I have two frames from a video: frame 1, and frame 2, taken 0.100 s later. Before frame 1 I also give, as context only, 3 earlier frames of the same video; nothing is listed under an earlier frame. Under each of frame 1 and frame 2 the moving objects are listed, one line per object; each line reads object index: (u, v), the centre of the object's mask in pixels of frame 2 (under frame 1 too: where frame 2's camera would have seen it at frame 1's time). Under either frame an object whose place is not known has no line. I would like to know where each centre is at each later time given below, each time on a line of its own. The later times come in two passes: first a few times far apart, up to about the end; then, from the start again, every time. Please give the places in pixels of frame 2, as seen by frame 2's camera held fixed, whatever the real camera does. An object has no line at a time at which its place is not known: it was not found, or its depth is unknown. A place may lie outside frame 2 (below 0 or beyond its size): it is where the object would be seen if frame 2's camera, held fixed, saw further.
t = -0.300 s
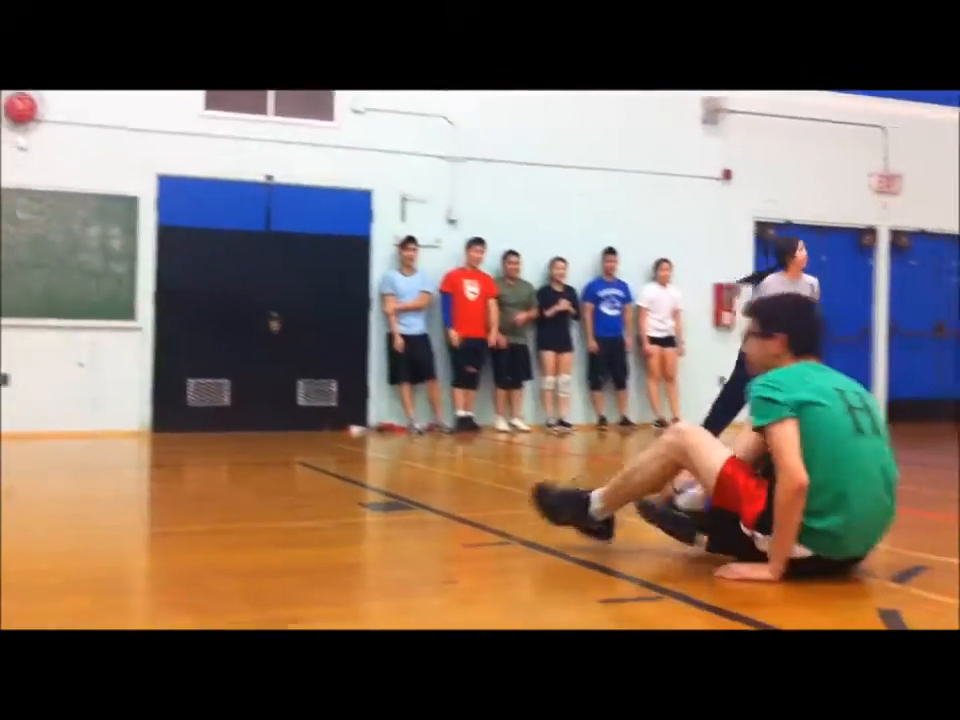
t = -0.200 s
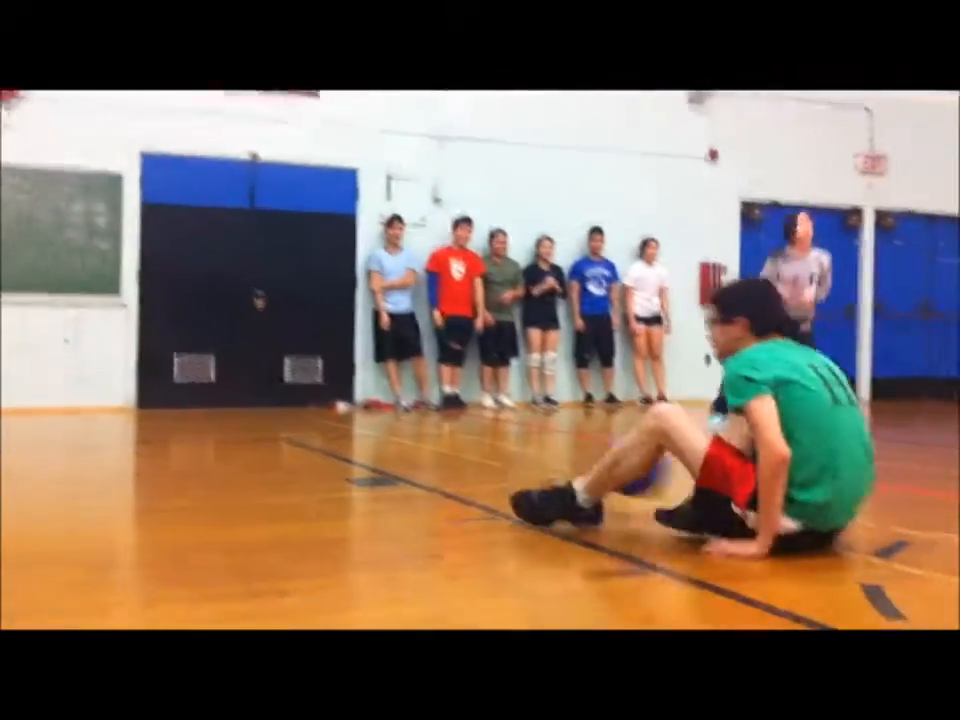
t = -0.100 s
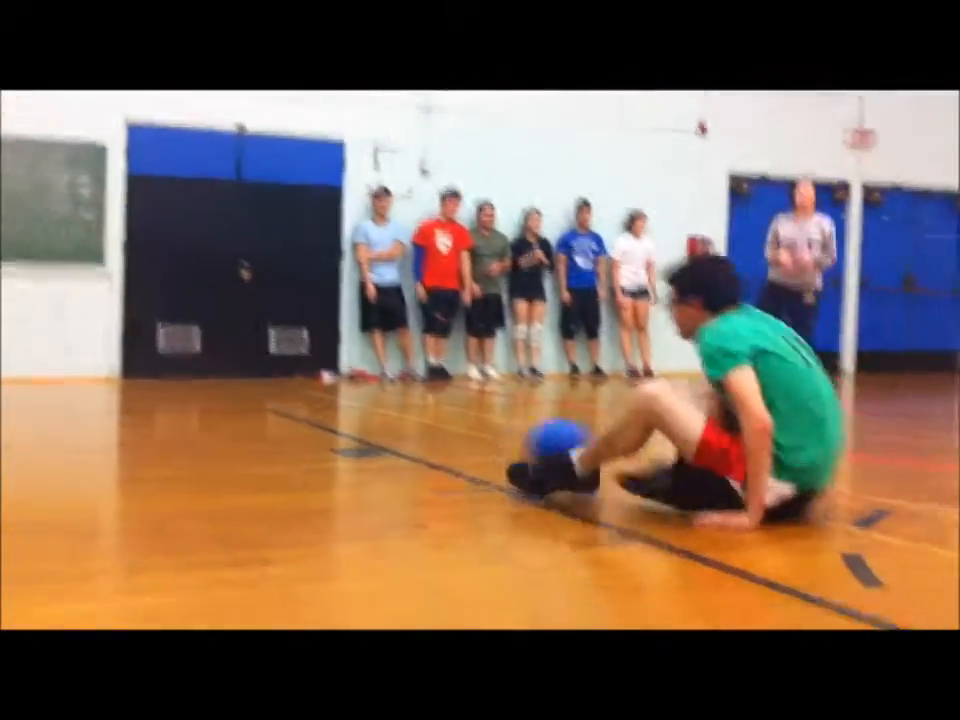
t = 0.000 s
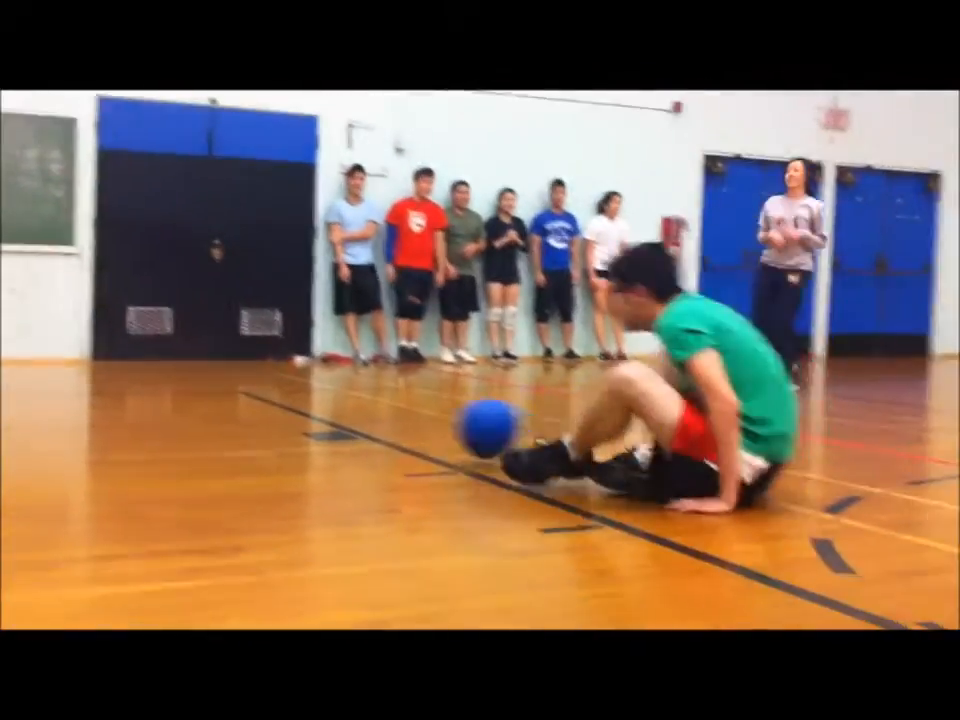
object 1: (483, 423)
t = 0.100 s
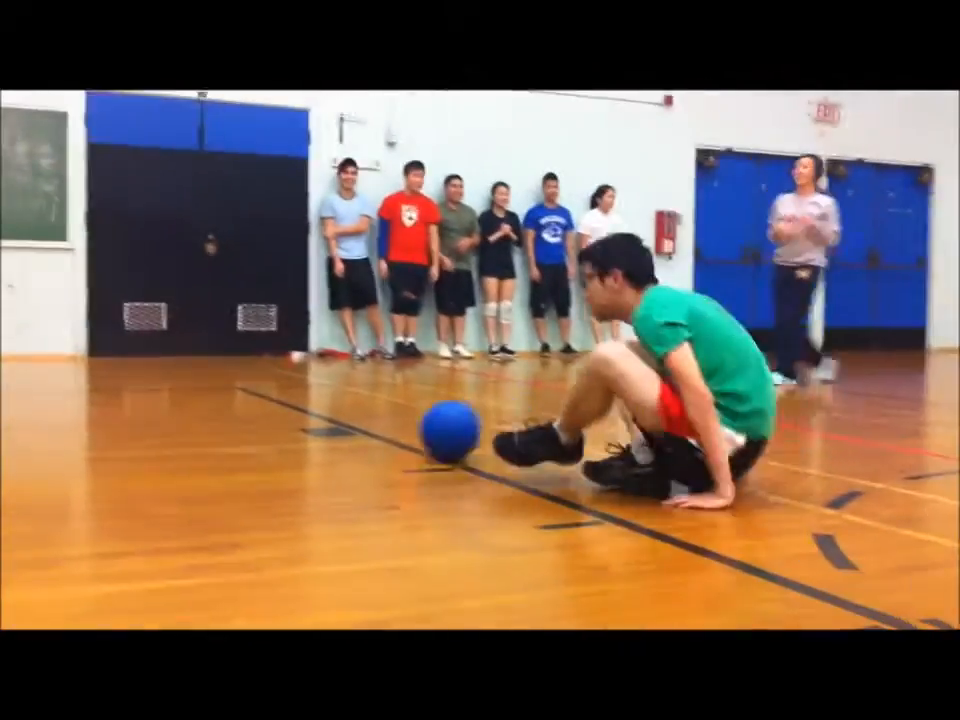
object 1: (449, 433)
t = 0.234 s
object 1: (399, 430)
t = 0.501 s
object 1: (304, 428)
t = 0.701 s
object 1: (237, 426)
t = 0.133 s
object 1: (438, 428)
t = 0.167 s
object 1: (424, 428)
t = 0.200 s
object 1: (412, 430)
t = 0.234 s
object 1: (399, 430)
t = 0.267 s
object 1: (385, 428)
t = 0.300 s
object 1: (374, 428)
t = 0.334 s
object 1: (361, 428)
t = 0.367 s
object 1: (350, 428)
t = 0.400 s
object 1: (336, 428)
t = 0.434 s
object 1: (326, 428)
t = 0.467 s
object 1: (315, 428)
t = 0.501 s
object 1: (304, 428)
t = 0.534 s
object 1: (294, 428)
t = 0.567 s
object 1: (283, 428)
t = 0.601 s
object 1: (272, 428)
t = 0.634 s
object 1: (260, 427)
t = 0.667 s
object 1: (248, 426)
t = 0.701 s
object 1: (237, 426)
